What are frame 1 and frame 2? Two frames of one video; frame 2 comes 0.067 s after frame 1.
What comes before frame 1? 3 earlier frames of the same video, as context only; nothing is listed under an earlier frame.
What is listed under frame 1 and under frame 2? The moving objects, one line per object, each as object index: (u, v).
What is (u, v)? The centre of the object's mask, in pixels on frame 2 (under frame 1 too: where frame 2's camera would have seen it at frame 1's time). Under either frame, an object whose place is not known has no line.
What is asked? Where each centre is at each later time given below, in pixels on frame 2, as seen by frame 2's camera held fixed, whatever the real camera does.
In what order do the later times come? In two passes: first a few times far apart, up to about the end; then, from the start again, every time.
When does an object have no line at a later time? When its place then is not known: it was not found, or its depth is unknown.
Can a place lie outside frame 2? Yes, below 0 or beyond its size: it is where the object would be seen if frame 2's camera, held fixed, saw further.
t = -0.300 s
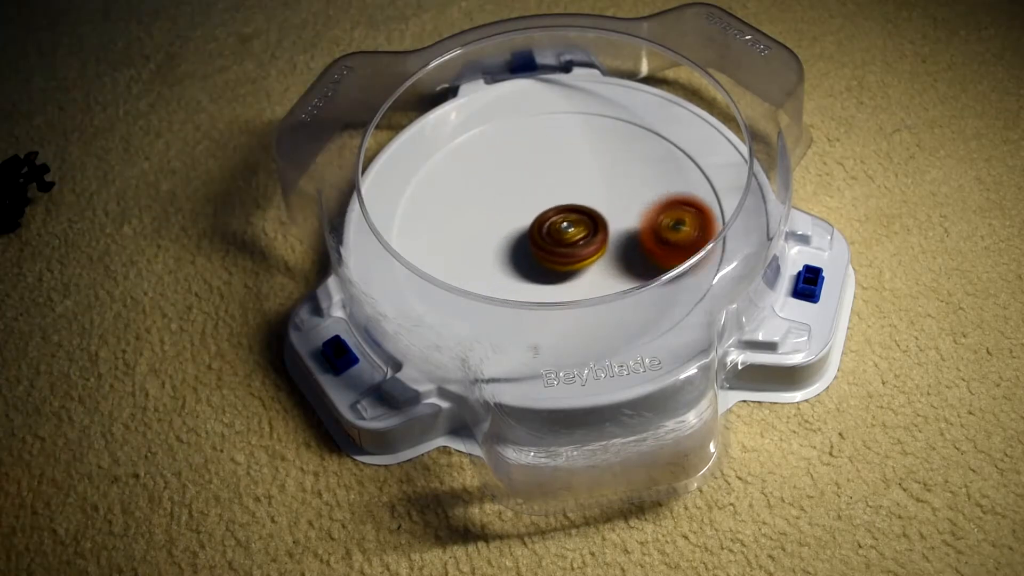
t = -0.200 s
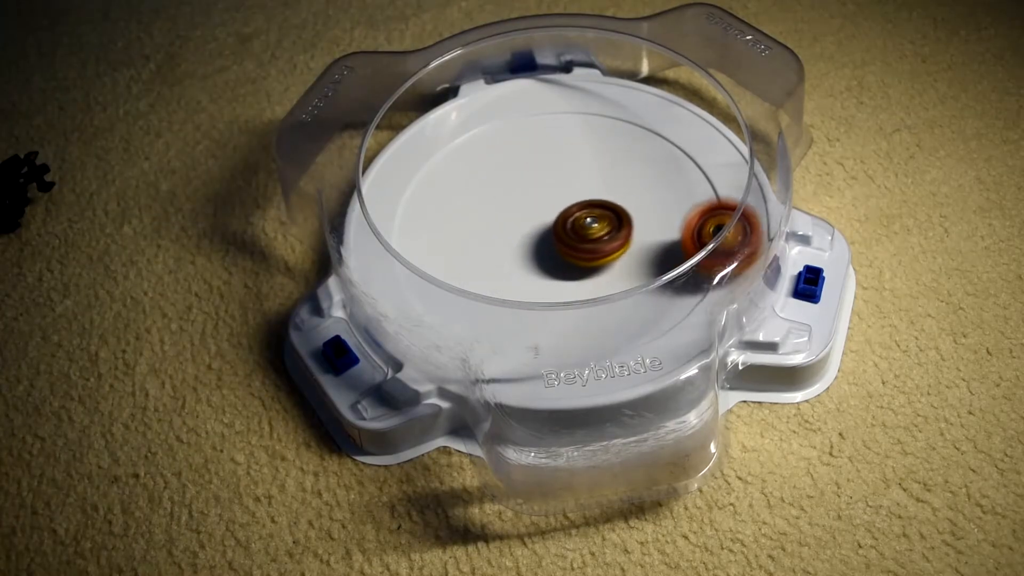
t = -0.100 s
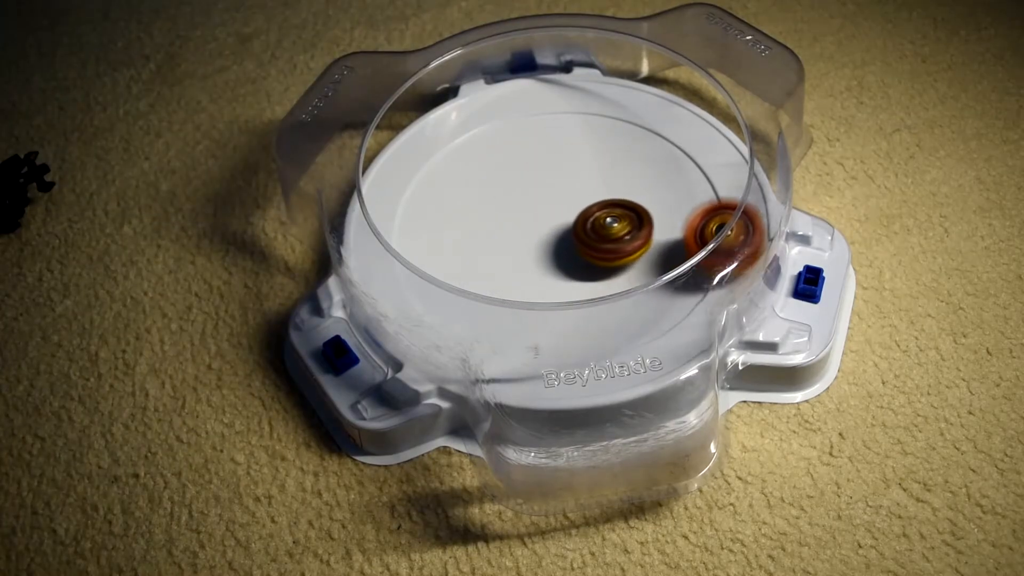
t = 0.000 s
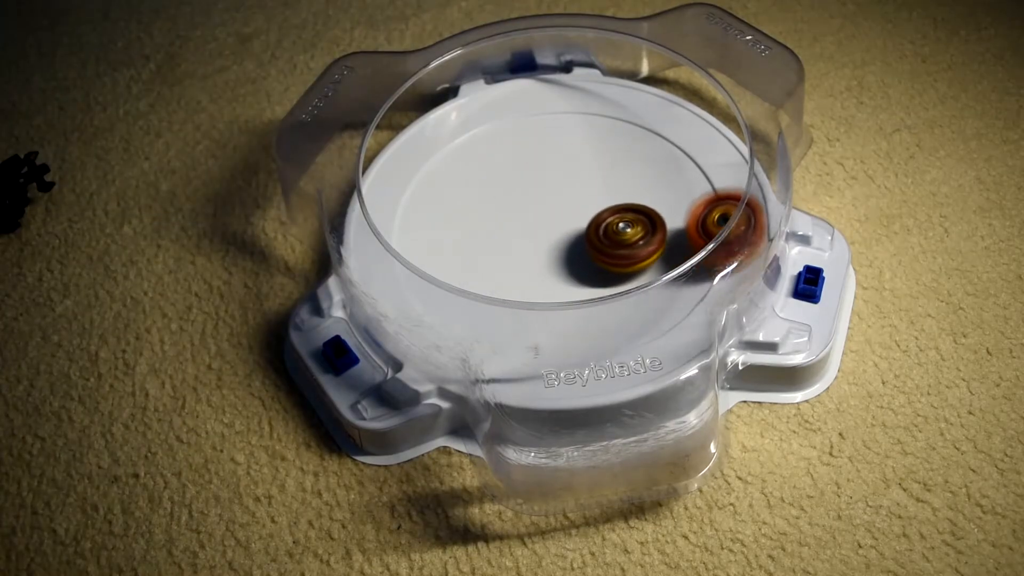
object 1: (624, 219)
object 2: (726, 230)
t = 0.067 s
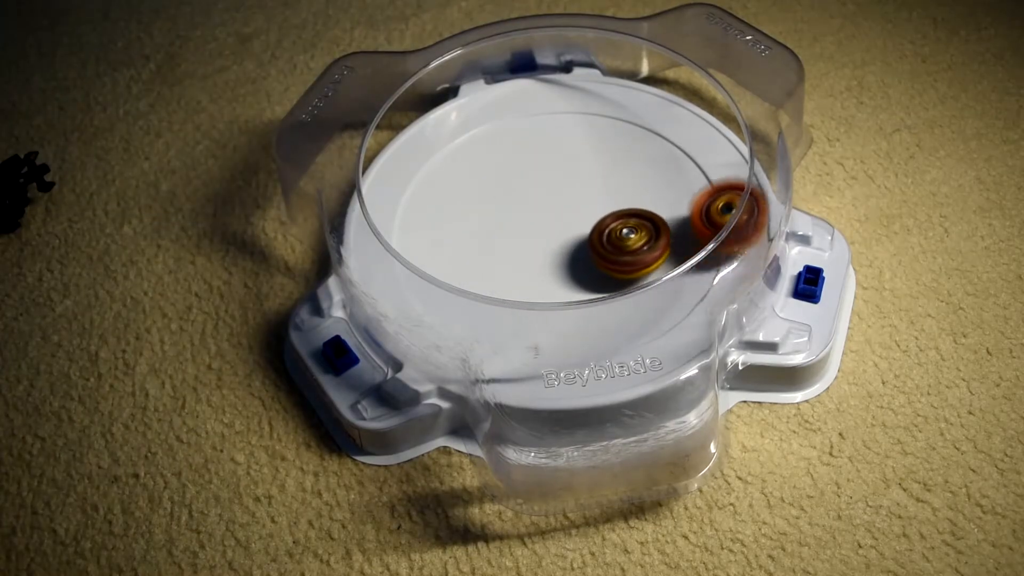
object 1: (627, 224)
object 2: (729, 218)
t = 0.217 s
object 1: (616, 234)
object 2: (739, 185)
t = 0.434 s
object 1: (590, 216)
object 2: (637, 167)
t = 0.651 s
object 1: (549, 229)
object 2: (447, 181)
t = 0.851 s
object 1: (534, 173)
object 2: (433, 314)
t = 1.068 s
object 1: (567, 154)
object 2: (713, 228)
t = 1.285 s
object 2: (424, 152)
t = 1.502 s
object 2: (697, 270)
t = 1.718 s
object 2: (450, 131)
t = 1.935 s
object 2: (651, 313)
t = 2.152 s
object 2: (529, 102)
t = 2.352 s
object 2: (489, 331)
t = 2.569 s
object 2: (673, 131)
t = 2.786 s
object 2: (401, 231)
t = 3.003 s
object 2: (708, 260)
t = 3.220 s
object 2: (495, 114)
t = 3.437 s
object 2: (508, 341)
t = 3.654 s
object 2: (683, 146)
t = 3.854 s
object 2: (418, 161)
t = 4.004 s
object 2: (483, 332)
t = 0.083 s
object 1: (628, 226)
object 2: (731, 213)
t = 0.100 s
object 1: (627, 228)
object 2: (734, 210)
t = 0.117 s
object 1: (627, 229)
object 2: (737, 206)
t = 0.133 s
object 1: (627, 230)
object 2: (741, 203)
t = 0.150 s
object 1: (626, 231)
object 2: (745, 199)
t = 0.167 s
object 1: (623, 233)
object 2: (747, 195)
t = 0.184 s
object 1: (621, 234)
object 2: (744, 192)
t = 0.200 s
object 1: (618, 234)
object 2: (742, 188)
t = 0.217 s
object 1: (616, 234)
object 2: (739, 185)
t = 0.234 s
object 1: (613, 234)
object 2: (737, 181)
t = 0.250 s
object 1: (610, 234)
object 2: (734, 178)
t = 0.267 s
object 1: (608, 233)
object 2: (730, 175)
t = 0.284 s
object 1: (605, 232)
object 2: (726, 173)
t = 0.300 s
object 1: (602, 232)
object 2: (719, 172)
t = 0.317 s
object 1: (600, 230)
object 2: (715, 171)
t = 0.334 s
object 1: (598, 228)
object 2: (710, 169)
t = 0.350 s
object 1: (596, 227)
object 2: (701, 169)
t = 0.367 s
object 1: (594, 224)
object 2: (691, 169)
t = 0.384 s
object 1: (593, 222)
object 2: (679, 167)
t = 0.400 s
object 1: (592, 220)
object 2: (666, 167)
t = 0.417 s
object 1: (591, 218)
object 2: (653, 167)
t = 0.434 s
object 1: (590, 216)
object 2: (637, 167)
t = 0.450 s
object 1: (589, 215)
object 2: (621, 169)
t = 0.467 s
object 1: (587, 214)
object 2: (606, 168)
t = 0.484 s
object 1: (582, 217)
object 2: (592, 164)
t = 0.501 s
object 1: (578, 221)
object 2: (578, 160)
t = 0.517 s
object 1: (574, 224)
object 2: (563, 158)
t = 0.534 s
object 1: (571, 226)
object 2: (548, 157)
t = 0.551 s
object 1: (568, 228)
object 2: (533, 158)
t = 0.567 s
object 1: (564, 231)
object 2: (518, 159)
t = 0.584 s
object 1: (561, 231)
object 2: (503, 162)
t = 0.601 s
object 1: (559, 233)
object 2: (488, 165)
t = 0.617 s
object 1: (556, 232)
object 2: (474, 169)
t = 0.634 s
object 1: (553, 230)
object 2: (460, 174)
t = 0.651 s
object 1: (549, 229)
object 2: (447, 181)
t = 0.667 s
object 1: (547, 227)
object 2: (434, 188)
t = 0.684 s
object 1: (543, 224)
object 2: (423, 195)
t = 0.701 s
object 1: (541, 221)
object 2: (413, 204)
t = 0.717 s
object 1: (538, 218)
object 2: (407, 211)
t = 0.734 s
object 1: (537, 213)
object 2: (399, 221)
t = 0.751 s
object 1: (538, 198)
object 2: (391, 233)
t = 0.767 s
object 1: (537, 186)
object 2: (390, 244)
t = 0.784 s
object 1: (536, 183)
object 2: (395, 256)
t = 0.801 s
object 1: (537, 180)
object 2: (404, 270)
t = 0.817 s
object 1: (531, 198)
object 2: (413, 282)
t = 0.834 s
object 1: (534, 176)
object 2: (424, 295)
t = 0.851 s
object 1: (534, 173)
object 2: (433, 314)
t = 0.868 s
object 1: (534, 171)
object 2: (451, 320)
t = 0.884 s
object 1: (536, 170)
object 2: (470, 332)
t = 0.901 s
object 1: (537, 169)
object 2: (493, 337)
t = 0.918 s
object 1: (538, 167)
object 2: (516, 343)
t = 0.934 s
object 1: (539, 167)
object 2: (544, 343)
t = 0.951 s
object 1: (542, 166)
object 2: (577, 338)
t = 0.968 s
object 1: (545, 165)
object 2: (601, 335)
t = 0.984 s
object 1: (547, 162)
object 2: (628, 326)
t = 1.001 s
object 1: (550, 161)
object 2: (656, 312)
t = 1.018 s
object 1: (554, 157)
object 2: (675, 295)
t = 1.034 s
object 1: (558, 158)
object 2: (694, 274)
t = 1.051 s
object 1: (562, 155)
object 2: (706, 251)
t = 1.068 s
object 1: (567, 154)
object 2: (713, 228)
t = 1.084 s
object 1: (570, 153)
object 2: (711, 204)
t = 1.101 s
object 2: (709, 181)
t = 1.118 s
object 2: (696, 161)
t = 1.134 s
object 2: (681, 143)
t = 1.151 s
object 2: (658, 127)
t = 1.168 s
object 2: (632, 113)
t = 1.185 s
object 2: (604, 104)
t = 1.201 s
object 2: (572, 100)
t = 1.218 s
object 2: (540, 101)
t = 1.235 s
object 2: (506, 106)
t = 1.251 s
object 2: (475, 117)
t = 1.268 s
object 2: (449, 131)
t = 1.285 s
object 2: (424, 152)
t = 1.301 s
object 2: (406, 177)
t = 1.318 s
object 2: (398, 204)
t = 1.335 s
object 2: (396, 232)
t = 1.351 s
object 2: (404, 268)
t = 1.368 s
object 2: (424, 294)
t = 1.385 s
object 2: (450, 318)
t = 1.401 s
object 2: (488, 332)
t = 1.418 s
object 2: (531, 342)
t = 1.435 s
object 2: (571, 341)
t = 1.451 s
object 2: (615, 332)
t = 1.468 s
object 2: (650, 315)
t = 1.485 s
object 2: (672, 297)
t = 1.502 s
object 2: (697, 270)
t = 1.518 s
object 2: (709, 242)
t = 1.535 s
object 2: (712, 214)
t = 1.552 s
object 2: (711, 189)
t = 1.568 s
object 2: (701, 165)
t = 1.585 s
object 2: (684, 145)
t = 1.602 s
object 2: (663, 127)
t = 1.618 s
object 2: (635, 112)
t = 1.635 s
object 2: (605, 103)
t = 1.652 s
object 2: (574, 99)
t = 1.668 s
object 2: (540, 100)
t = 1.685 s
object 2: (508, 106)
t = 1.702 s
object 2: (479, 115)
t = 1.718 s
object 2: (450, 131)
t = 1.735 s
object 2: (426, 151)
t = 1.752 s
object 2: (410, 172)
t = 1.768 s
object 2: (400, 198)
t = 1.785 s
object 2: (399, 224)
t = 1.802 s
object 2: (402, 253)
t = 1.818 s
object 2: (417, 282)
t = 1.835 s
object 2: (437, 304)
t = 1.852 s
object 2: (465, 324)
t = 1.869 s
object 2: (504, 335)
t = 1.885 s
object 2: (543, 341)
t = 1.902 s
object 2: (583, 338)
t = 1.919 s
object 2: (618, 328)
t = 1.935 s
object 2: (651, 313)
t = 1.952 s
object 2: (674, 294)
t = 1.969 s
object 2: (697, 270)
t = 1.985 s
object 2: (709, 242)
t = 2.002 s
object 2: (716, 217)
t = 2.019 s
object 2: (712, 194)
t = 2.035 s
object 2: (708, 172)
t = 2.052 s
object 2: (690, 149)
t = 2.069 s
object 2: (673, 132)
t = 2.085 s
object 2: (647, 116)
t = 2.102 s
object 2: (619, 105)
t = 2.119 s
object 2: (590, 100)
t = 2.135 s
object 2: (559, 98)
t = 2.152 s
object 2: (529, 102)
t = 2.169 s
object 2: (499, 109)
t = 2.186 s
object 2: (472, 120)
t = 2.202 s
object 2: (447, 135)
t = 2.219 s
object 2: (425, 155)
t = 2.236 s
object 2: (411, 176)
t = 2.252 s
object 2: (402, 201)
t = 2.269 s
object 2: (404, 222)
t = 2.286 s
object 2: (403, 250)
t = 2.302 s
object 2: (415, 276)
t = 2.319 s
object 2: (434, 297)
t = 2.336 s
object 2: (458, 318)
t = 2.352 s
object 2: (489, 331)
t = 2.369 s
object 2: (529, 339)
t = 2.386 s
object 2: (565, 340)
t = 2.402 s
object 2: (599, 335)
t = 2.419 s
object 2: (637, 322)
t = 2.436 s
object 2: (661, 308)
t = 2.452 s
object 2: (686, 287)
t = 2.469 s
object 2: (704, 264)
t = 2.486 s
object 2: (714, 239)
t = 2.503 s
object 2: (718, 212)
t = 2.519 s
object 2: (713, 189)
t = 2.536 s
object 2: (706, 167)
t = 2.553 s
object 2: (692, 147)
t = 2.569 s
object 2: (673, 131)
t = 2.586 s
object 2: (651, 117)
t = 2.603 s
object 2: (624, 107)
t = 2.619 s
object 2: (596, 103)
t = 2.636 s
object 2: (567, 101)
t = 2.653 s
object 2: (539, 103)
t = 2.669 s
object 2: (511, 108)
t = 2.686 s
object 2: (484, 118)
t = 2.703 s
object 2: (459, 130)
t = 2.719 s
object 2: (437, 147)
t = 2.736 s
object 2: (420, 166)
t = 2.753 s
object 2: (409, 184)
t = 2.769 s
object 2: (403, 207)
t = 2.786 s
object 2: (401, 231)
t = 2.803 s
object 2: (405, 254)
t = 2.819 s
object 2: (417, 277)
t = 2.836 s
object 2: (434, 299)
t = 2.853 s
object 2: (456, 316)
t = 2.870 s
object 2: (483, 329)
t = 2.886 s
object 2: (516, 340)
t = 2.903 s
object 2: (548, 340)
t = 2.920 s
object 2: (582, 338)
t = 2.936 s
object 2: (618, 329)
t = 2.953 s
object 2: (645, 320)
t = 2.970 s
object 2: (672, 302)
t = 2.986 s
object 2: (693, 283)
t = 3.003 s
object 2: (708, 260)
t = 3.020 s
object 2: (716, 235)
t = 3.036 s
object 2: (718, 211)
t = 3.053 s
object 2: (713, 190)
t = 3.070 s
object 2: (705, 168)
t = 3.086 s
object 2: (692, 149)
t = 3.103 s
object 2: (675, 135)
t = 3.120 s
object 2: (653, 121)
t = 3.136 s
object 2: (629, 112)
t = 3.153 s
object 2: (605, 105)
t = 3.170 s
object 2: (577, 102)
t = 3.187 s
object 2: (550, 102)
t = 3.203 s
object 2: (522, 107)
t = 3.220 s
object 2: (495, 114)
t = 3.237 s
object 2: (471, 124)
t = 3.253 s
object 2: (448, 137)
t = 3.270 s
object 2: (429, 152)
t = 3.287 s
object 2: (415, 170)
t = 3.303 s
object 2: (404, 190)
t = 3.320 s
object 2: (401, 207)
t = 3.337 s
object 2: (398, 232)
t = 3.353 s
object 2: (402, 255)
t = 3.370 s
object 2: (413, 278)
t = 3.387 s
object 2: (430, 298)
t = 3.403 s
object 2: (449, 317)
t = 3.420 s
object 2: (476, 328)
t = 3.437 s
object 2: (508, 341)
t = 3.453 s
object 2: (540, 343)
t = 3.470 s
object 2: (577, 339)
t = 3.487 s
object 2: (605, 335)
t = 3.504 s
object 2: (637, 326)
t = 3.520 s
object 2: (661, 309)
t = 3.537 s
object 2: (679, 293)
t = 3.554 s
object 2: (699, 270)
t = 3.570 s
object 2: (710, 247)
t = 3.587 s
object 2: (716, 224)
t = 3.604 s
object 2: (715, 202)
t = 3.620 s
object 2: (709, 181)
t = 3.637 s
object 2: (698, 162)
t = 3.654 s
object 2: (683, 146)
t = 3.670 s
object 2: (665, 132)
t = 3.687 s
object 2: (646, 119)
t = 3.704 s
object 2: (622, 111)
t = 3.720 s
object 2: (596, 105)
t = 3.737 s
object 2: (570, 102)
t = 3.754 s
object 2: (545, 102)
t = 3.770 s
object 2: (520, 105)
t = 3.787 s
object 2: (497, 112)
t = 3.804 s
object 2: (474, 121)
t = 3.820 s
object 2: (454, 130)
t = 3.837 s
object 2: (435, 145)
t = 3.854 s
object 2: (418, 161)
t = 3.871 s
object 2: (407, 179)
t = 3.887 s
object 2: (400, 199)
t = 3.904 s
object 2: (397, 219)
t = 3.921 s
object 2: (397, 241)
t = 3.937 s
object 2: (402, 264)
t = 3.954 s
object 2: (416, 283)
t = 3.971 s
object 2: (434, 303)
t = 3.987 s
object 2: (455, 320)
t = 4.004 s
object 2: (483, 332)
